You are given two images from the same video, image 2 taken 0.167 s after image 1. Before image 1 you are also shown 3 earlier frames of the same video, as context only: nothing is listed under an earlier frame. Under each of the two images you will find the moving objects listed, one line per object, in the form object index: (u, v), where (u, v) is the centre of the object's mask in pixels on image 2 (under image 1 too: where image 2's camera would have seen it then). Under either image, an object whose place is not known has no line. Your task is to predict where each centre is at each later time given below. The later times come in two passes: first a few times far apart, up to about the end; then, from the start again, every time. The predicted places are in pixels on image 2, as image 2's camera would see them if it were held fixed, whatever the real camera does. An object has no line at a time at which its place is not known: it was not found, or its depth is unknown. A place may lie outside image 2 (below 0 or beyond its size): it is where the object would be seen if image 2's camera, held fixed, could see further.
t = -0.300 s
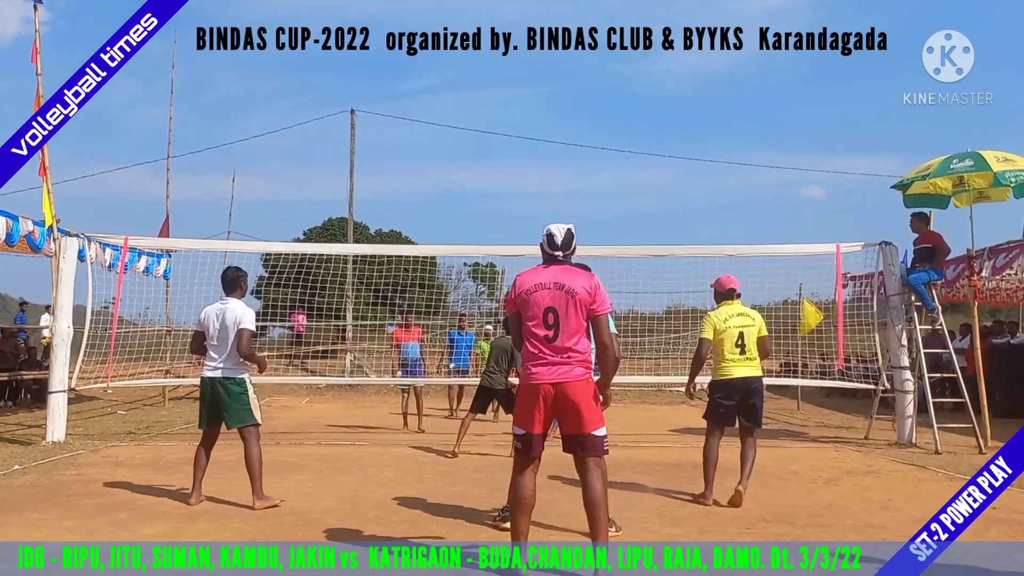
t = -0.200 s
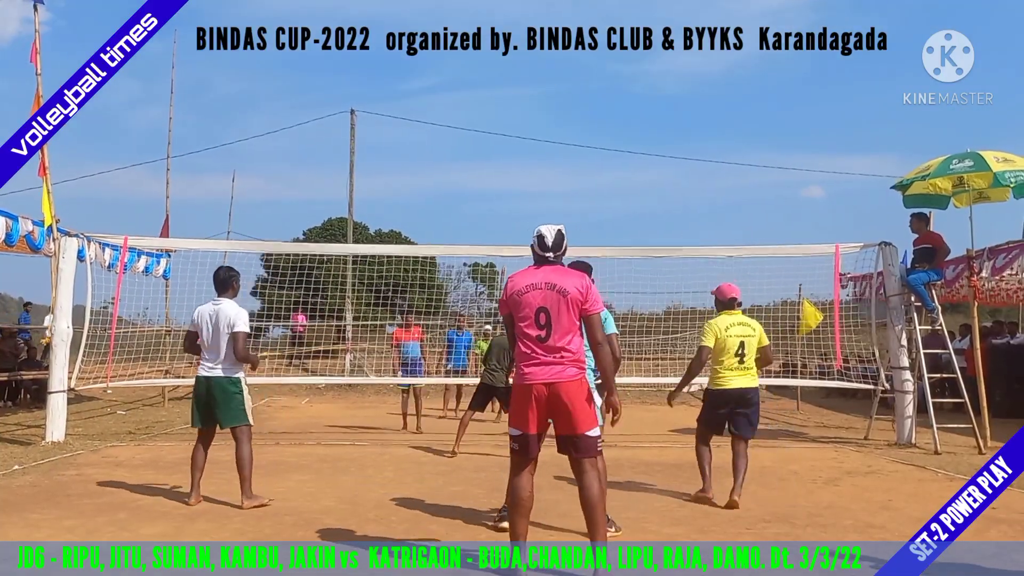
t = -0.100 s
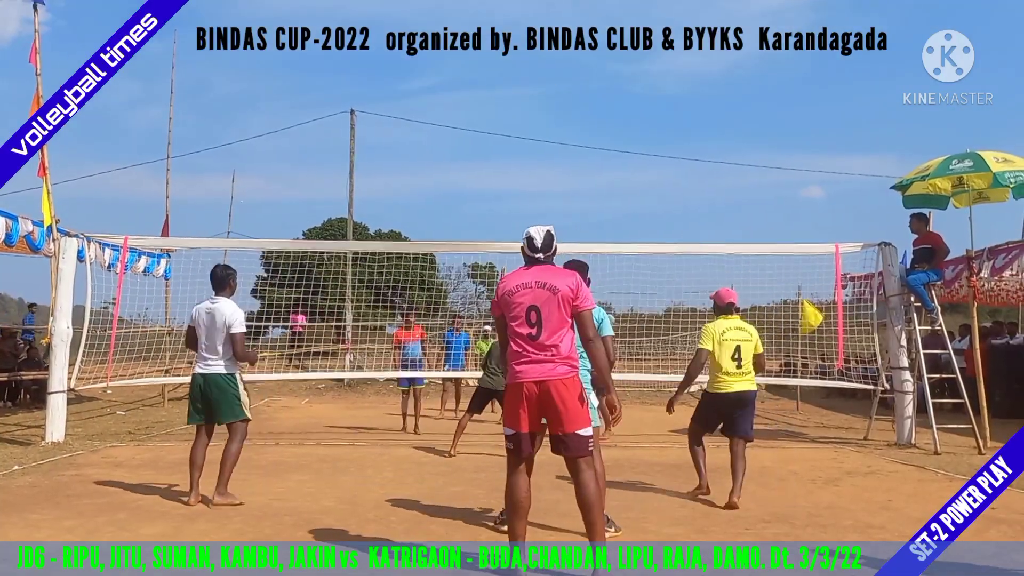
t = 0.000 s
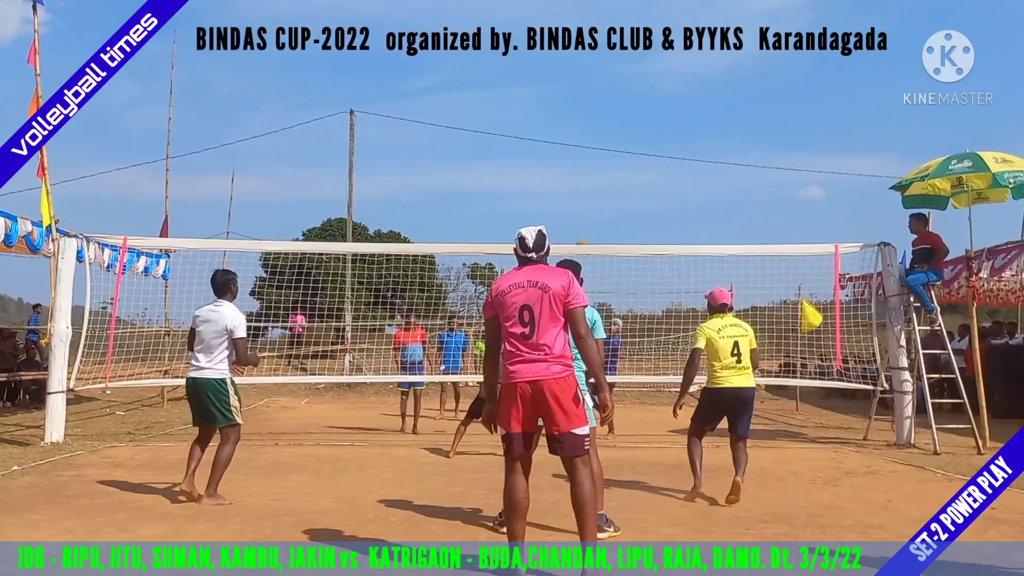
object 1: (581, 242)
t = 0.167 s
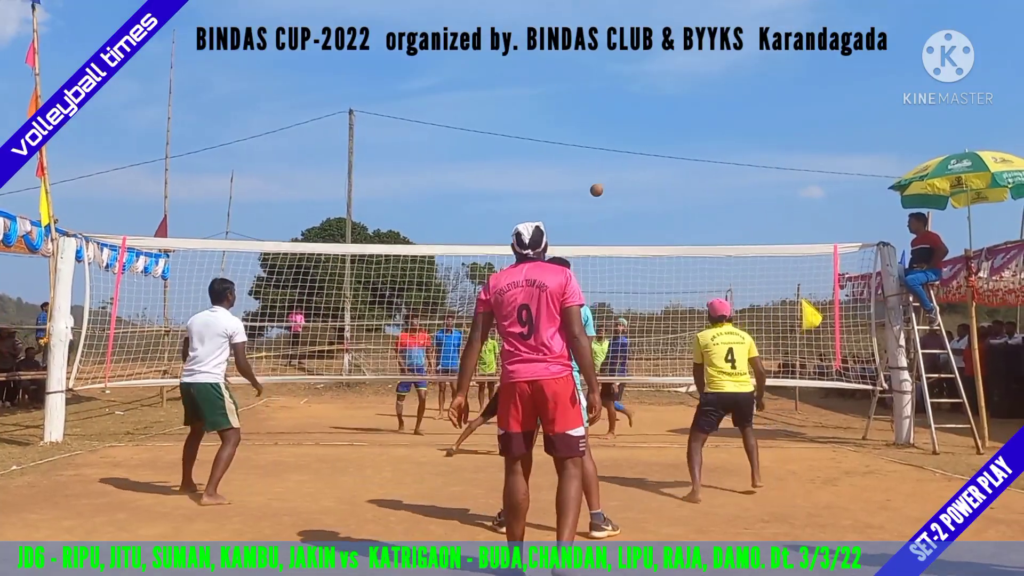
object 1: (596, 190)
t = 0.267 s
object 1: (606, 166)
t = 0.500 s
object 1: (631, 136)
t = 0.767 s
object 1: (661, 157)
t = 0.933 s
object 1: (680, 203)
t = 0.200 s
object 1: (599, 181)
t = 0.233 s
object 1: (603, 173)
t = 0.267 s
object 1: (606, 166)
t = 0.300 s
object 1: (610, 159)
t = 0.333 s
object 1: (613, 153)
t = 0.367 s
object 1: (617, 148)
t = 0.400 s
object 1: (620, 143)
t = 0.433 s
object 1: (624, 140)
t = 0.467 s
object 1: (627, 138)
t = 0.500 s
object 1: (631, 136)
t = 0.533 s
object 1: (635, 135)
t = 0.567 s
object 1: (638, 136)
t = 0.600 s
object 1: (642, 137)
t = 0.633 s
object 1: (645, 139)
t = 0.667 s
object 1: (649, 142)
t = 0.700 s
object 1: (653, 146)
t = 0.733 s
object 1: (657, 151)
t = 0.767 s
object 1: (661, 157)
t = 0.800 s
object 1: (665, 164)
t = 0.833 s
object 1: (669, 172)
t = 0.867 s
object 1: (673, 181)
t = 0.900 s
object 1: (677, 191)
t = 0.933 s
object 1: (680, 203)
